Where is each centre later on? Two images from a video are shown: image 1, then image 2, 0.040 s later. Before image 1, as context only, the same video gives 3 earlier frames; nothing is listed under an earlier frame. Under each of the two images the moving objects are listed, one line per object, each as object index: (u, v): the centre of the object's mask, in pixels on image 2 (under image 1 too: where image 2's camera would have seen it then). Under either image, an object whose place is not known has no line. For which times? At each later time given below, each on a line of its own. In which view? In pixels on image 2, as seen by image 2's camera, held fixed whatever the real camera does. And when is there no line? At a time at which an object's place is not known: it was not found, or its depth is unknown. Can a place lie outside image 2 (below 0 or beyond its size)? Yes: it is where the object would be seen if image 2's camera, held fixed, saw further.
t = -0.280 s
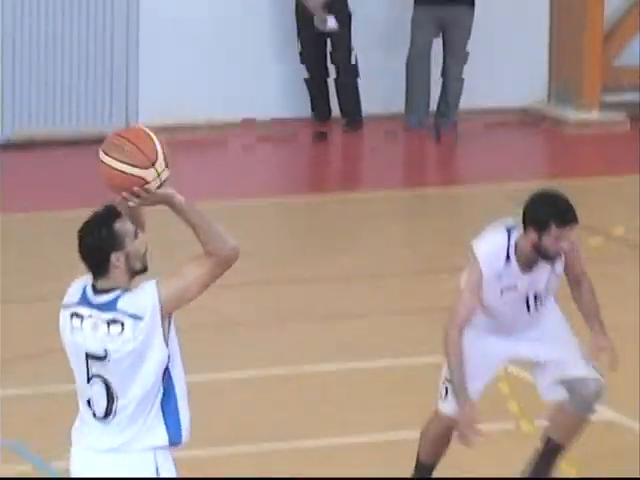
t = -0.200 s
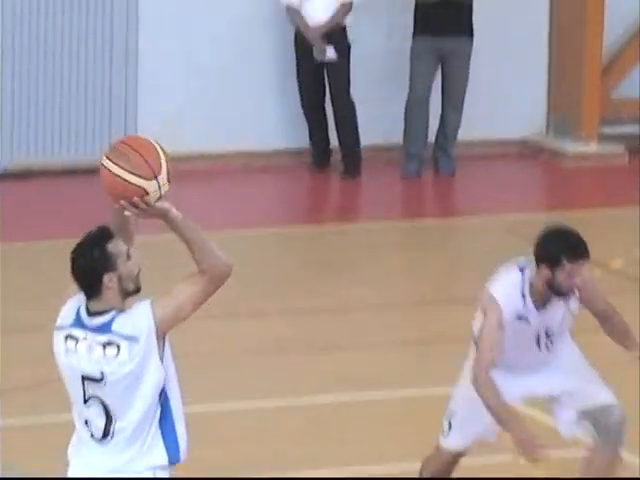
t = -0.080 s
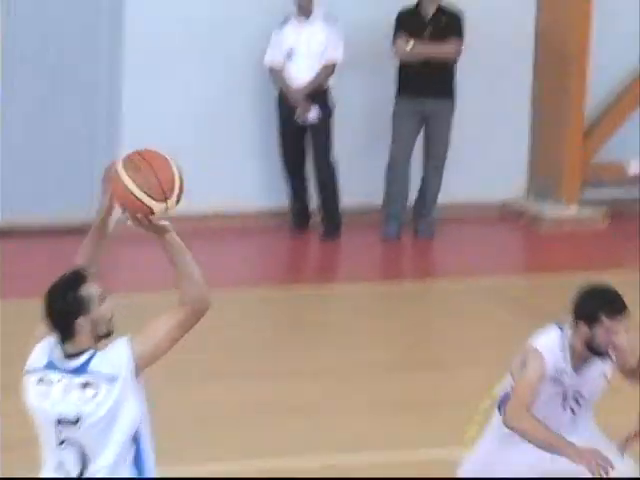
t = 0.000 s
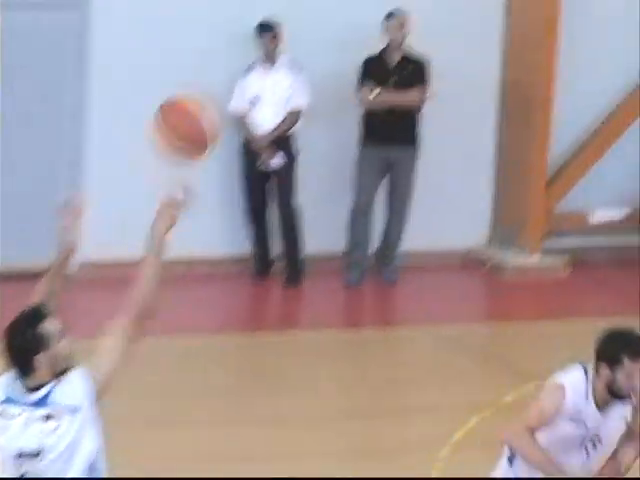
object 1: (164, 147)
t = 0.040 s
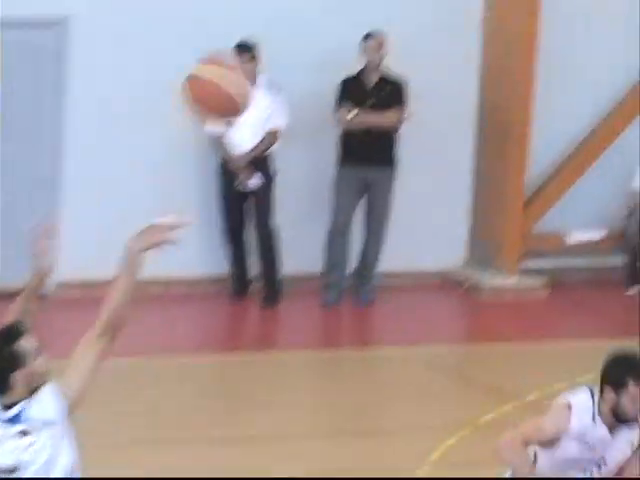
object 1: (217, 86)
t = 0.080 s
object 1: (269, 36)
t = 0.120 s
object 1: (324, -12)
